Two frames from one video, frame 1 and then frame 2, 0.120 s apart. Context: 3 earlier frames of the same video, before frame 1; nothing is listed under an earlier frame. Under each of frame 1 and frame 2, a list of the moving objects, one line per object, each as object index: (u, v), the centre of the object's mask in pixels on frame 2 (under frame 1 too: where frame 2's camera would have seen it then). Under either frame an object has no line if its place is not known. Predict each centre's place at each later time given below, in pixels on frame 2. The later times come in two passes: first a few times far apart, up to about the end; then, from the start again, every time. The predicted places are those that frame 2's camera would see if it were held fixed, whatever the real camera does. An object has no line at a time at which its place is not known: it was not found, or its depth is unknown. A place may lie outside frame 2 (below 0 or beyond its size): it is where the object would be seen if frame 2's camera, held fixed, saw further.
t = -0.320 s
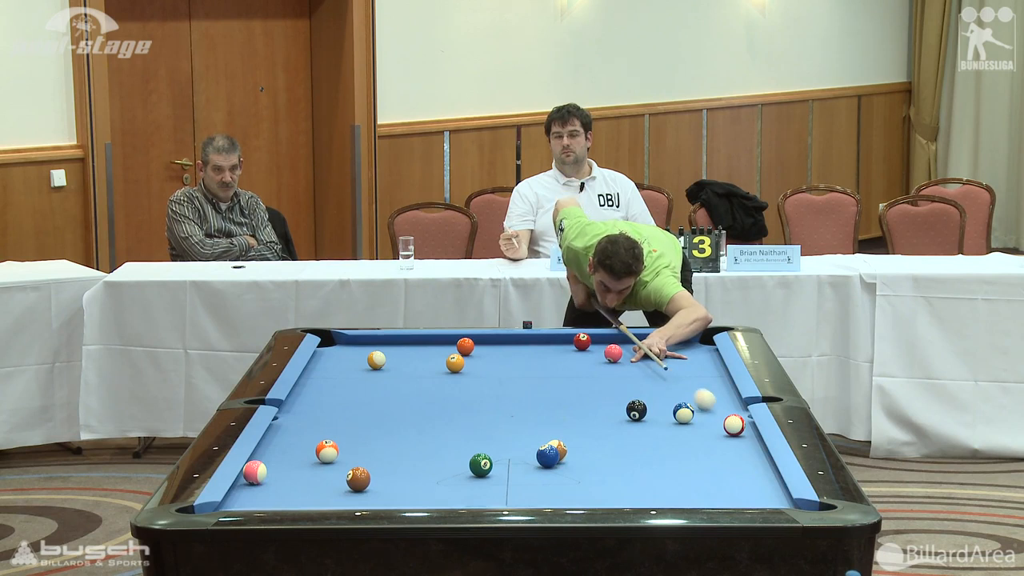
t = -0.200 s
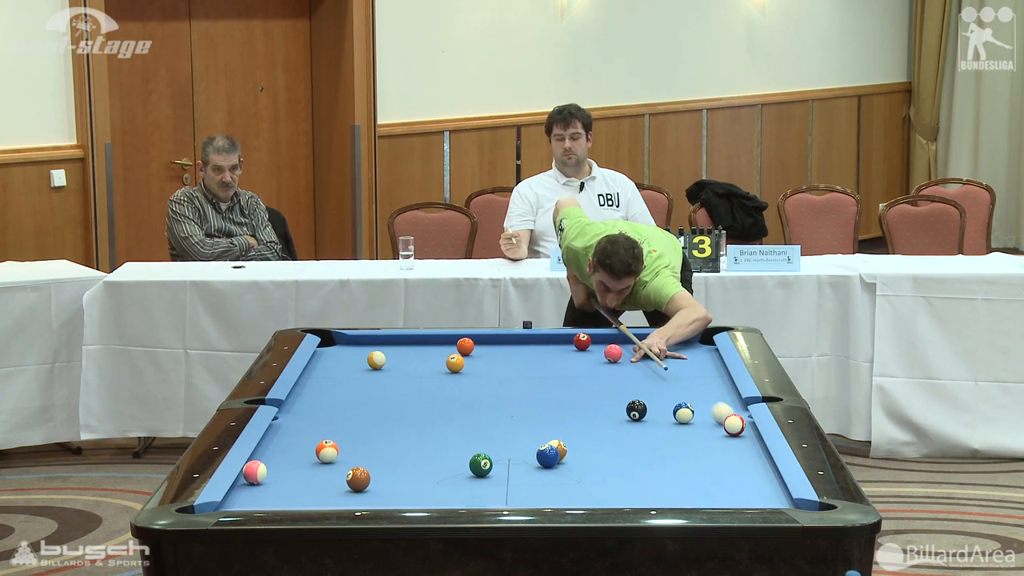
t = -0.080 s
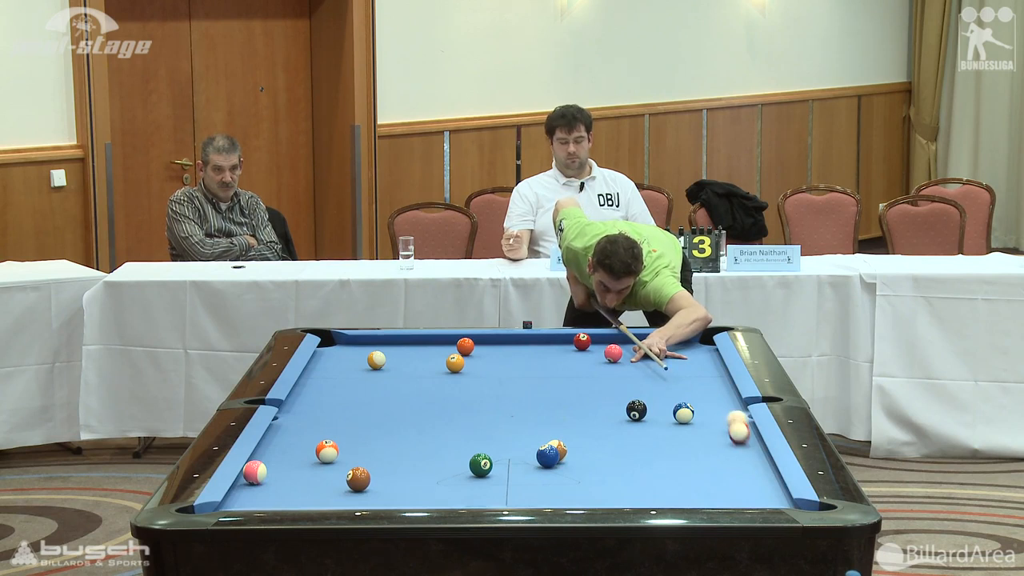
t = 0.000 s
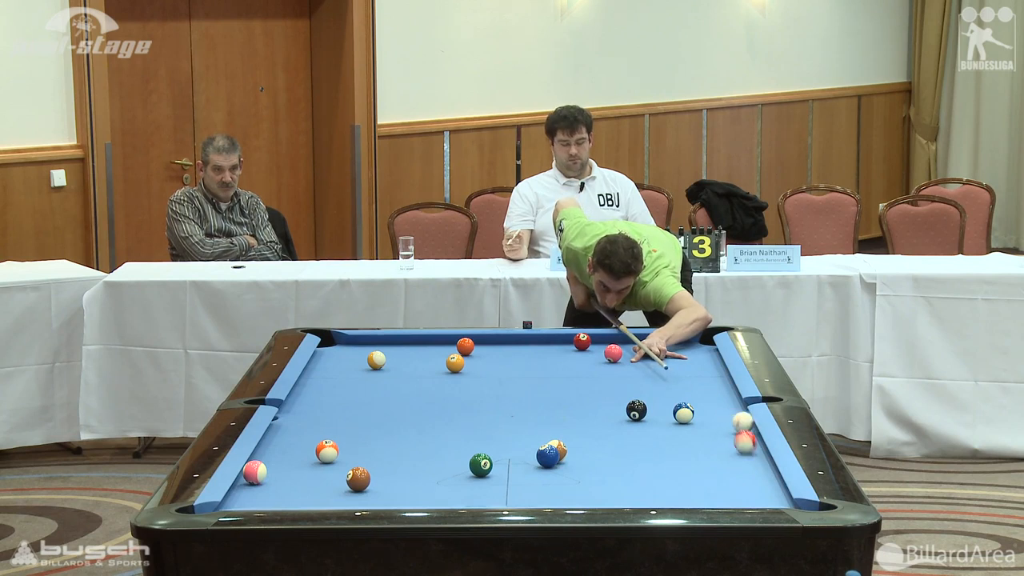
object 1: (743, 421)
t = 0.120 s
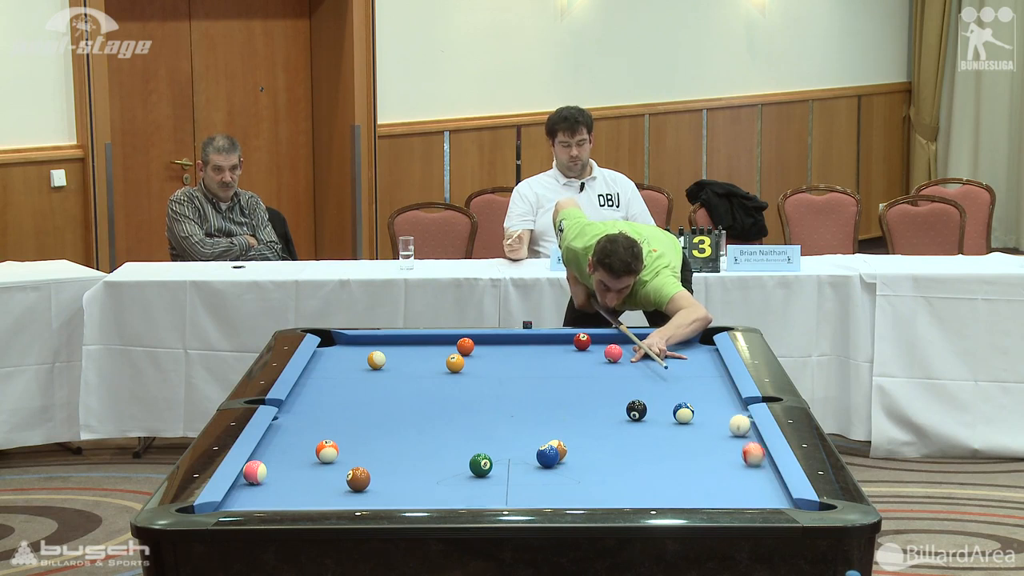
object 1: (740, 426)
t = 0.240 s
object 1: (737, 428)
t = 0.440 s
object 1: (732, 433)
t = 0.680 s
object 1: (727, 439)
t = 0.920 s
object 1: (722, 444)
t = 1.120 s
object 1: (718, 448)
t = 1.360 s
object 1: (713, 453)
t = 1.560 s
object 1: (710, 457)
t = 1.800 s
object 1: (706, 461)
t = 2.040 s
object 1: (703, 465)
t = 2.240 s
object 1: (701, 468)
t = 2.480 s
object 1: (698, 471)
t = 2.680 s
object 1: (696, 474)
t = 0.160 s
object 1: (739, 427)
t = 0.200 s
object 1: (738, 427)
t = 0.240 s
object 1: (737, 428)
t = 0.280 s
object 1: (736, 429)
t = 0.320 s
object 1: (735, 430)
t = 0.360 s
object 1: (734, 431)
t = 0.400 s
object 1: (733, 432)
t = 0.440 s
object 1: (732, 433)
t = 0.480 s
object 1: (731, 434)
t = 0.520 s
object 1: (731, 435)
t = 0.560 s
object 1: (729, 436)
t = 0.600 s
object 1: (729, 437)
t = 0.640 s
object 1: (728, 438)
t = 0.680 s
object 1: (727, 439)
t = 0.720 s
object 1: (726, 440)
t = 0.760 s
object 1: (725, 440)
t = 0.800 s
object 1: (724, 441)
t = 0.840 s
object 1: (723, 442)
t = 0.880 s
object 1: (723, 443)
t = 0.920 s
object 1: (722, 444)
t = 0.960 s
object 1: (721, 445)
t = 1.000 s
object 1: (720, 446)
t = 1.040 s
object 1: (719, 447)
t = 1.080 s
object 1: (719, 447)
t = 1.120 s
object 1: (718, 448)
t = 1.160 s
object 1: (717, 449)
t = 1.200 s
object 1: (716, 450)
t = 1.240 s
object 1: (716, 450)
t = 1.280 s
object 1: (715, 451)
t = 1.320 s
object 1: (714, 452)
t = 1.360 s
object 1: (713, 453)
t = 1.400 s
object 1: (713, 454)
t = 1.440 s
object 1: (712, 454)
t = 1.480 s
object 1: (711, 455)
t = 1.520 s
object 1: (711, 456)
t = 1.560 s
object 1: (710, 457)
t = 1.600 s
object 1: (709, 458)
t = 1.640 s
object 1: (709, 458)
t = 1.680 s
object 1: (708, 459)
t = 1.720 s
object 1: (707, 460)
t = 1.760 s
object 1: (707, 460)
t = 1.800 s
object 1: (706, 461)
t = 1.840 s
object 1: (706, 462)
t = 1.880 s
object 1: (705, 462)
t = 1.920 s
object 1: (705, 463)
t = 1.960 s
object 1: (704, 464)
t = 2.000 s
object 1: (704, 464)
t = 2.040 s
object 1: (703, 465)
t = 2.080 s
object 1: (703, 466)
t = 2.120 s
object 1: (702, 466)
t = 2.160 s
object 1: (702, 467)
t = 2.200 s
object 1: (701, 467)
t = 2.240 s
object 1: (701, 468)
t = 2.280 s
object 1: (700, 469)
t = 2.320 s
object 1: (700, 469)
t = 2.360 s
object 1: (699, 470)
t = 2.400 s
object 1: (699, 470)
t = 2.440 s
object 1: (698, 471)
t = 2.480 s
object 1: (698, 471)
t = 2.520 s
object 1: (697, 472)
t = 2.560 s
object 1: (697, 472)
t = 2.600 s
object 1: (696, 473)
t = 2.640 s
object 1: (696, 473)
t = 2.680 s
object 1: (696, 474)
